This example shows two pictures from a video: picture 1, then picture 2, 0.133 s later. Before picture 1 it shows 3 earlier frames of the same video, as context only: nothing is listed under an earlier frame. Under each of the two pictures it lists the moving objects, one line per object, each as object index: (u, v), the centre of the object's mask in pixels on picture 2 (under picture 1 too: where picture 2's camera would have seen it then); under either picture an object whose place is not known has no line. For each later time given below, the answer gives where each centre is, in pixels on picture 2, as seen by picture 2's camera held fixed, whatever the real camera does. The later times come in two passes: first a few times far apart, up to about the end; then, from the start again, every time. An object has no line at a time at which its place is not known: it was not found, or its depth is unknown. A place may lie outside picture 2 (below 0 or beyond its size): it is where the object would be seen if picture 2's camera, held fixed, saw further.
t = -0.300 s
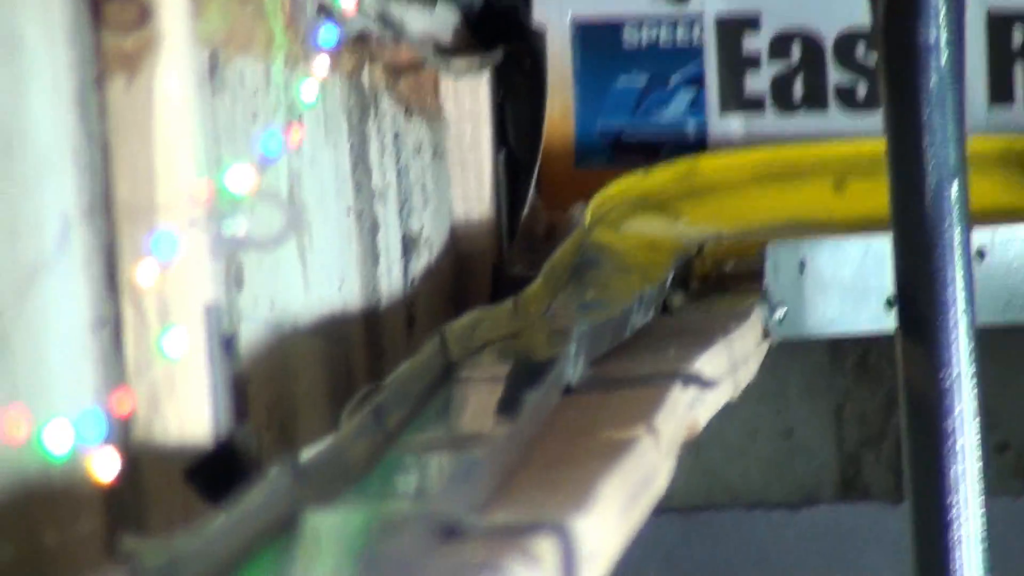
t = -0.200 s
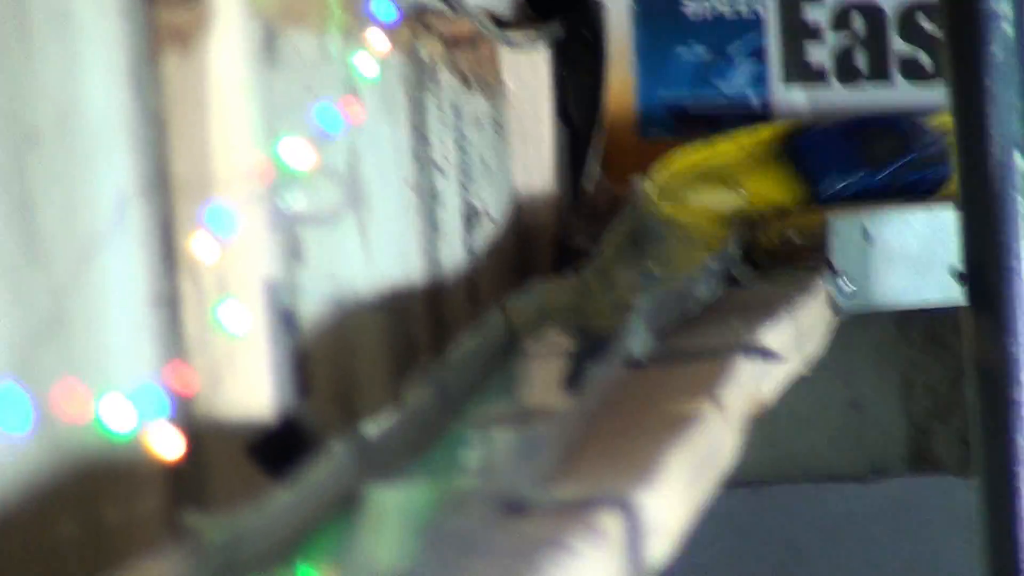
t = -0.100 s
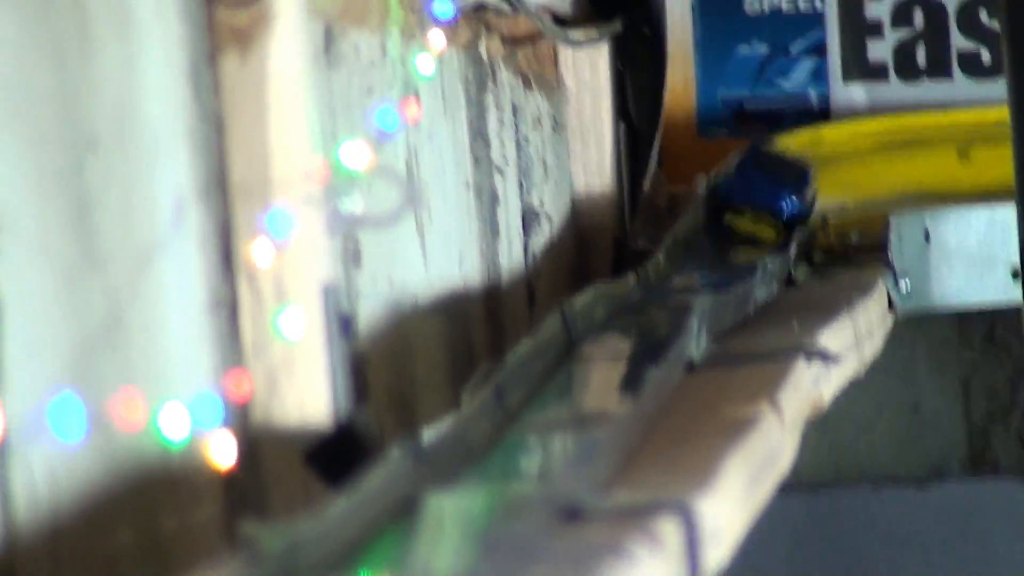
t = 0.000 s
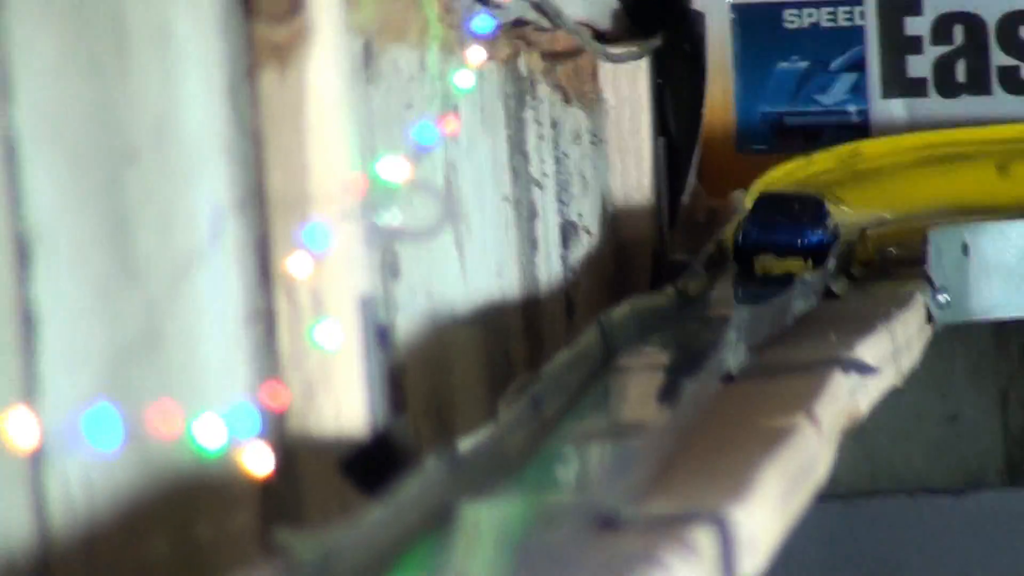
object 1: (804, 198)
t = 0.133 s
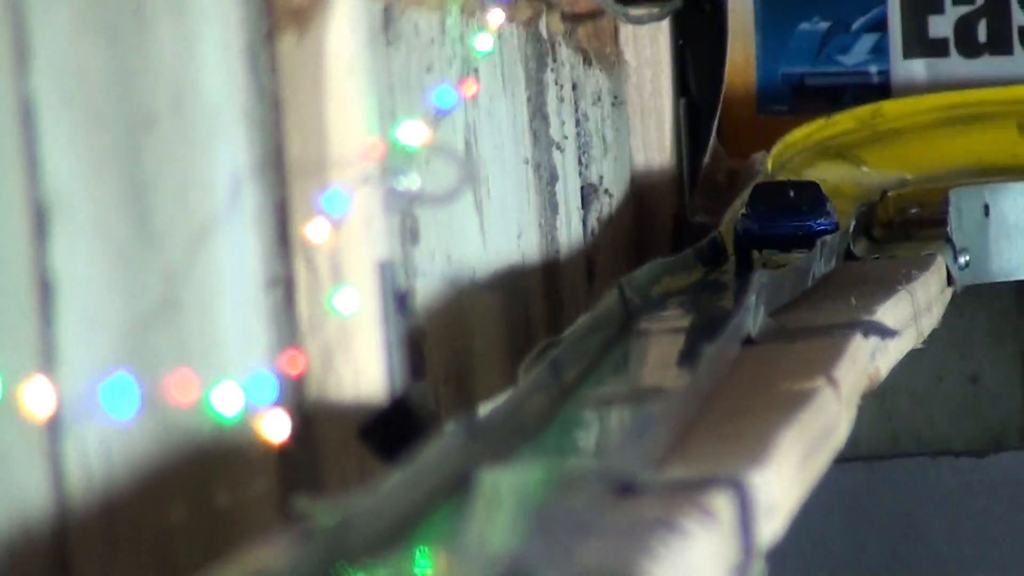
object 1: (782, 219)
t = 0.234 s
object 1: (759, 235)
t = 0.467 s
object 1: (709, 263)
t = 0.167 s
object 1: (776, 225)
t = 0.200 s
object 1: (766, 231)
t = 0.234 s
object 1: (759, 235)
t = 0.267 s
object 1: (752, 237)
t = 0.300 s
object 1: (741, 243)
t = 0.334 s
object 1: (736, 245)
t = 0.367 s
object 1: (729, 248)
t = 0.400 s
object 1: (724, 249)
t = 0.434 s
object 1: (718, 253)
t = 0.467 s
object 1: (709, 263)
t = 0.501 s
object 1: (704, 265)
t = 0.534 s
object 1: (696, 268)
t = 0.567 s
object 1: (689, 272)
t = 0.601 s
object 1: (681, 276)
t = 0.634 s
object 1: (672, 288)
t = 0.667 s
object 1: (662, 298)
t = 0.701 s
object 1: (660, 303)
